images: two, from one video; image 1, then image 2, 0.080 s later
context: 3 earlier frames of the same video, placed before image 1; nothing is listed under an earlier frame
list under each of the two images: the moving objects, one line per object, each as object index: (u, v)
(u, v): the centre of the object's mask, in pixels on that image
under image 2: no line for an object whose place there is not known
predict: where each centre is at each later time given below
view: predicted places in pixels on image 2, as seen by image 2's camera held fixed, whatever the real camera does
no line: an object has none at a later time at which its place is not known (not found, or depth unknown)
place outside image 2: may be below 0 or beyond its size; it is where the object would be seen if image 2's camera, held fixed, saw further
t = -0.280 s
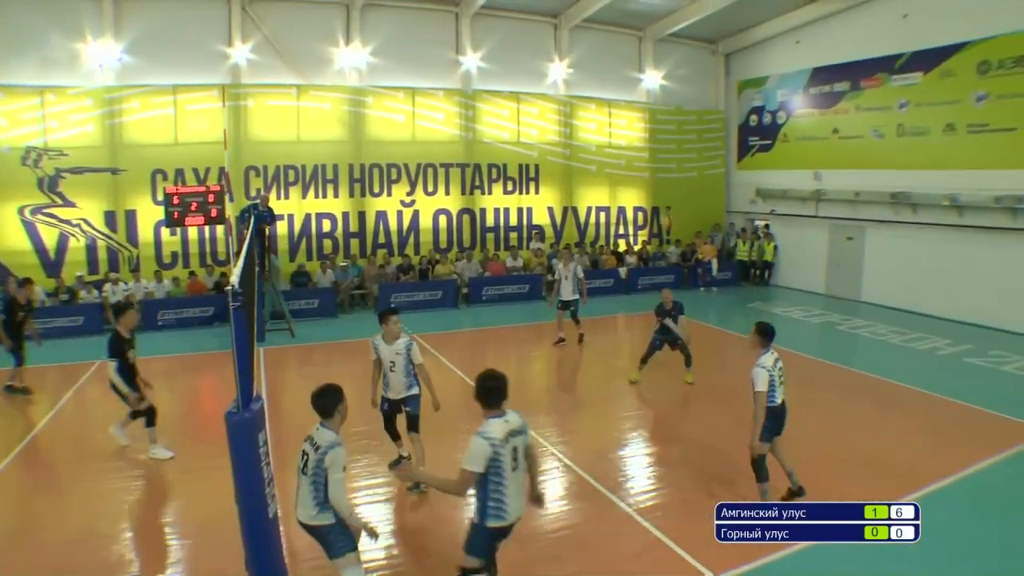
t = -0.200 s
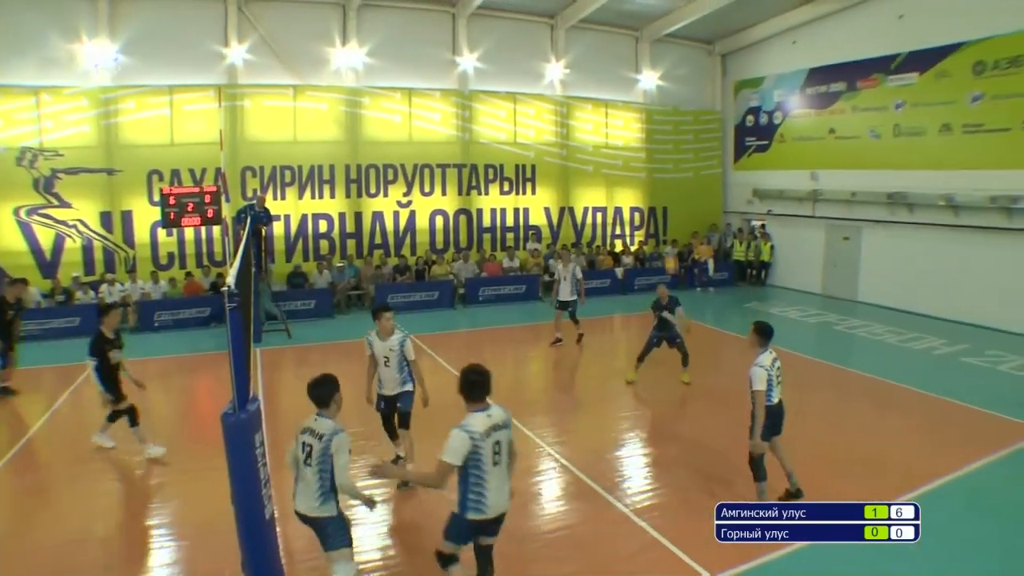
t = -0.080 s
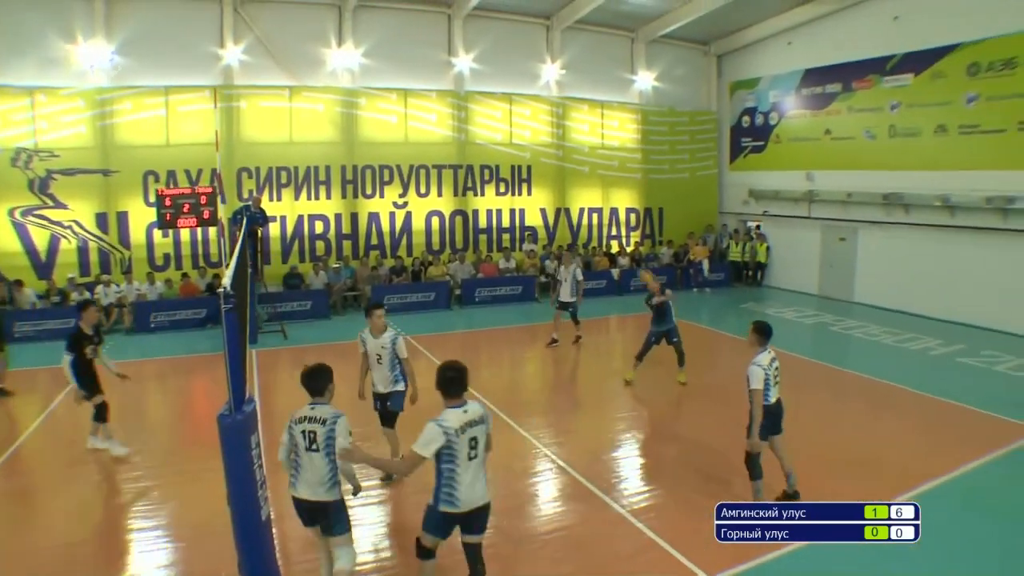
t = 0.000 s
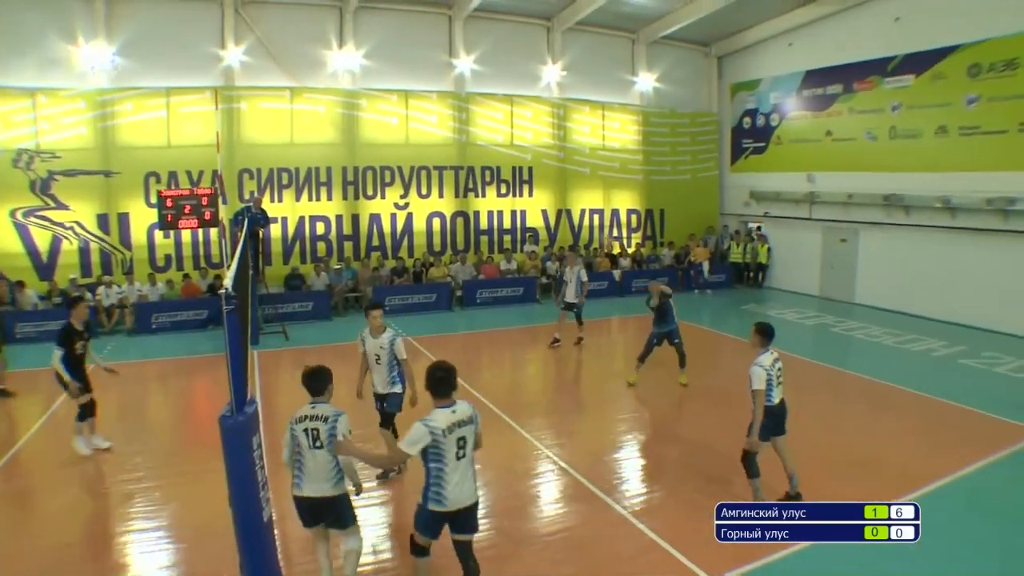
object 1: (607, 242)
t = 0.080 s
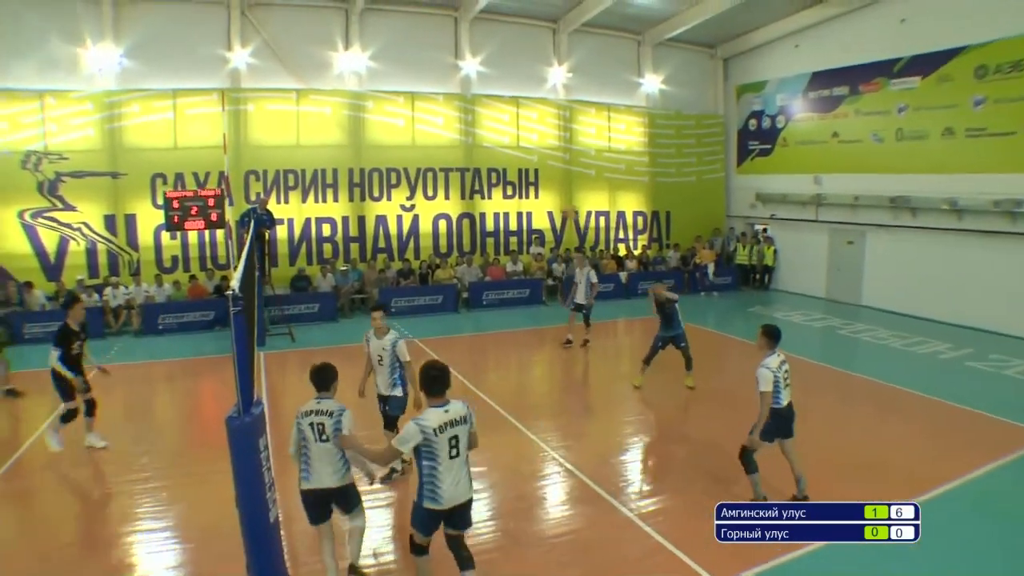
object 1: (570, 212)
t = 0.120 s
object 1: (548, 194)
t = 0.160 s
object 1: (524, 183)
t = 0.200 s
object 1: (502, 167)
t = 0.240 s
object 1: (478, 155)
